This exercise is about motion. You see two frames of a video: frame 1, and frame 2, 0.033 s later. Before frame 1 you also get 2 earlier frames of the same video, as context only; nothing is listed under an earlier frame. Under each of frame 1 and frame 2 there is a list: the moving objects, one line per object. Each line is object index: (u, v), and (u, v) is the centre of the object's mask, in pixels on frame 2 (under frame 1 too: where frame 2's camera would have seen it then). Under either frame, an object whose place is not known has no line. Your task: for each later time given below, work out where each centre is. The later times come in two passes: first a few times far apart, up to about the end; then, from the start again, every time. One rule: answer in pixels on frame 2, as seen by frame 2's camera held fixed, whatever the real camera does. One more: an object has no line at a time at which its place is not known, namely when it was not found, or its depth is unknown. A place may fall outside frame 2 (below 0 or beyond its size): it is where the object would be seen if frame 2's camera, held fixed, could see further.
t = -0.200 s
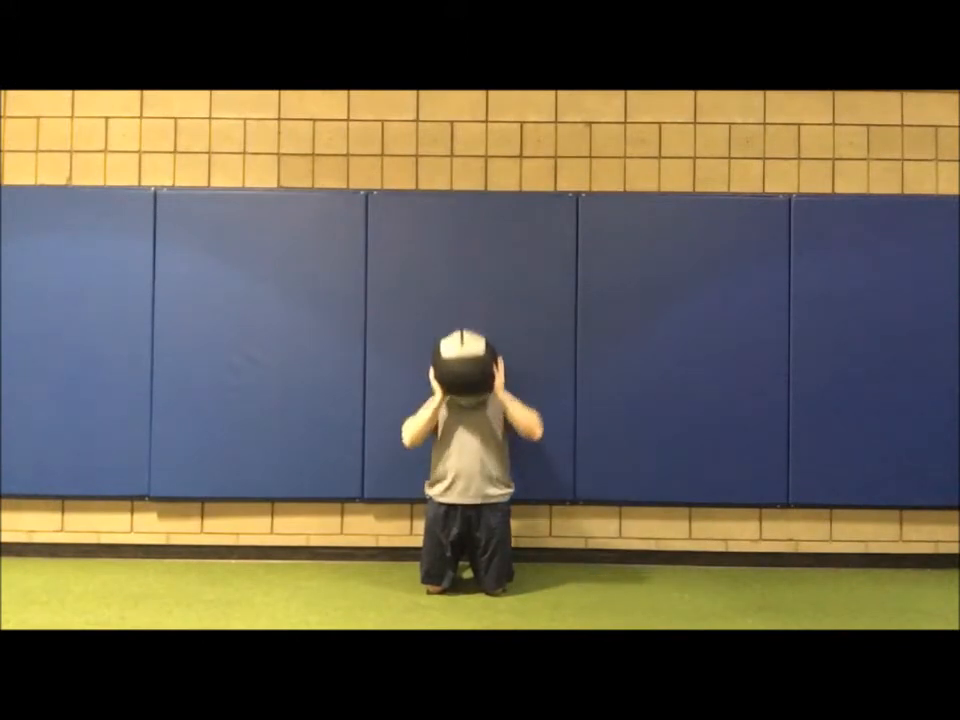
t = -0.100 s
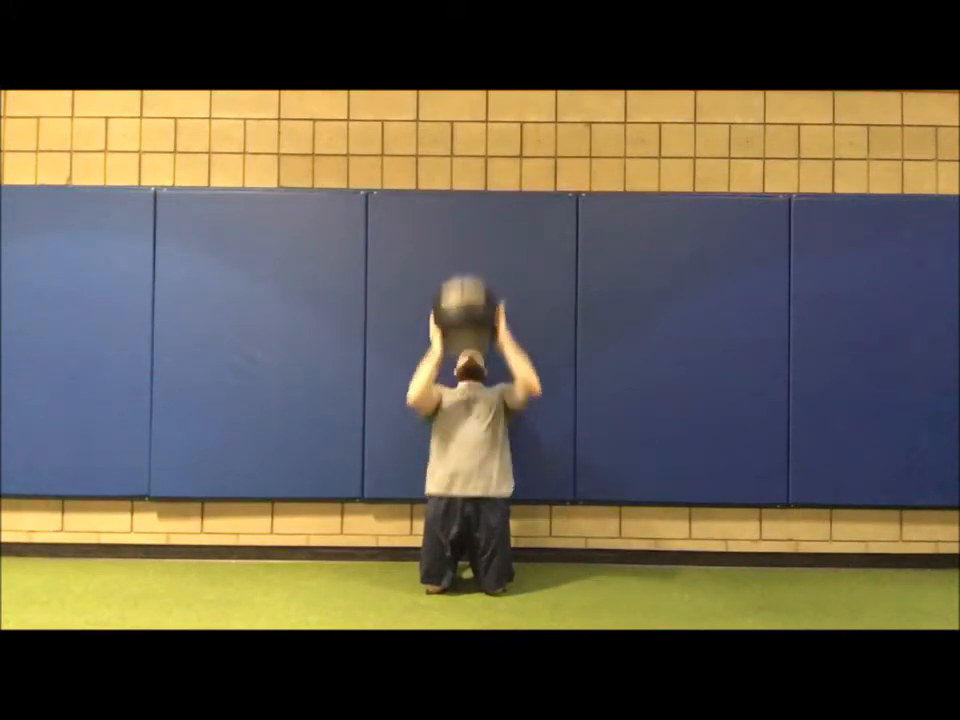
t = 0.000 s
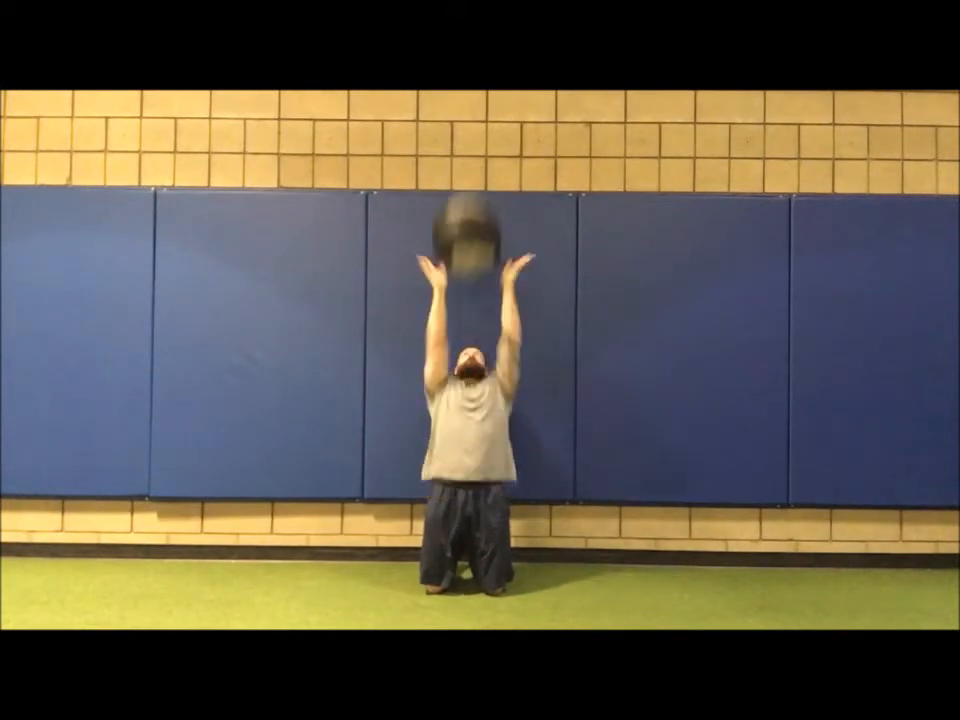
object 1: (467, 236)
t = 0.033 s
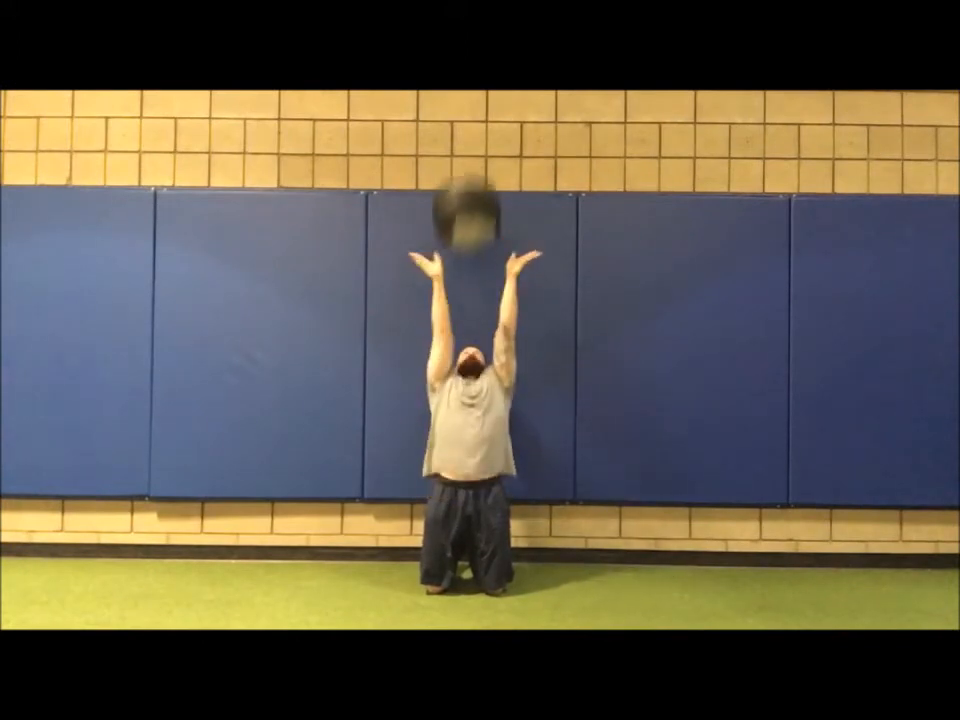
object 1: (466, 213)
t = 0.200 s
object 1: (467, 121)
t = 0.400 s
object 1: (468, 101)
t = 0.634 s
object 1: (467, 127)
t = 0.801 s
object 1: (466, 223)
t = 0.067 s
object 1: (466, 192)
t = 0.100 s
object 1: (466, 170)
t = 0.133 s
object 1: (467, 148)
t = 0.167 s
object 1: (467, 133)
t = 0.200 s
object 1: (467, 121)
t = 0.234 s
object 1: (468, 114)
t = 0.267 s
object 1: (468, 109)
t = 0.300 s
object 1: (468, 105)
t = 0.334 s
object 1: (468, 103)
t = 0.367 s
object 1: (468, 101)
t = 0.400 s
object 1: (468, 101)
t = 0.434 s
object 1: (468, 101)
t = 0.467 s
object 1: (467, 102)
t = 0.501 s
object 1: (467, 104)
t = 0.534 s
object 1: (467, 107)
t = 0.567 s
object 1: (467, 112)
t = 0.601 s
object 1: (467, 117)
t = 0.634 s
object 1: (467, 127)
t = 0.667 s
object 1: (466, 141)
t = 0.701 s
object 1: (466, 158)
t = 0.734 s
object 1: (466, 177)
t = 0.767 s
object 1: (466, 199)
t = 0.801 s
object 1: (466, 223)
